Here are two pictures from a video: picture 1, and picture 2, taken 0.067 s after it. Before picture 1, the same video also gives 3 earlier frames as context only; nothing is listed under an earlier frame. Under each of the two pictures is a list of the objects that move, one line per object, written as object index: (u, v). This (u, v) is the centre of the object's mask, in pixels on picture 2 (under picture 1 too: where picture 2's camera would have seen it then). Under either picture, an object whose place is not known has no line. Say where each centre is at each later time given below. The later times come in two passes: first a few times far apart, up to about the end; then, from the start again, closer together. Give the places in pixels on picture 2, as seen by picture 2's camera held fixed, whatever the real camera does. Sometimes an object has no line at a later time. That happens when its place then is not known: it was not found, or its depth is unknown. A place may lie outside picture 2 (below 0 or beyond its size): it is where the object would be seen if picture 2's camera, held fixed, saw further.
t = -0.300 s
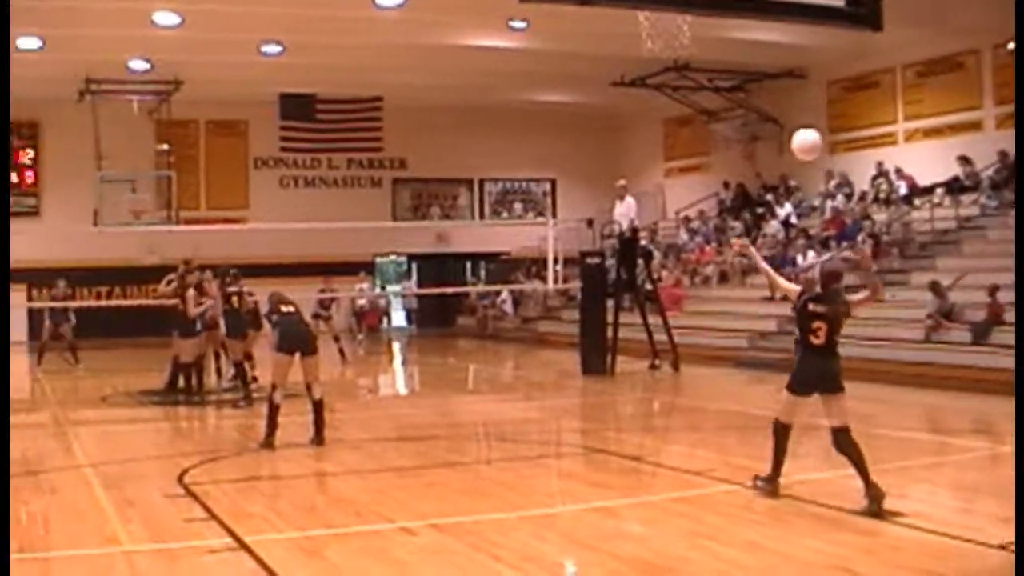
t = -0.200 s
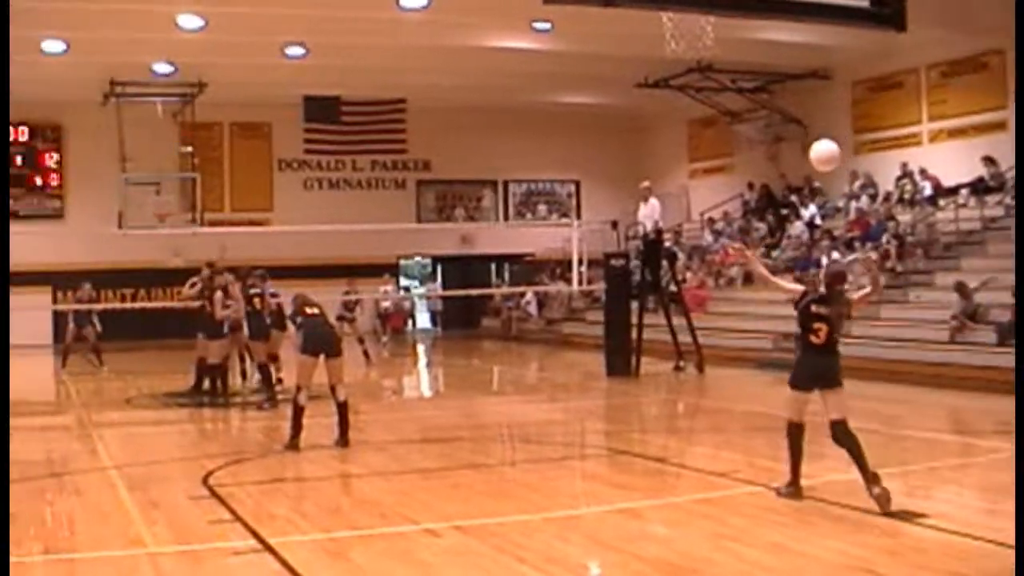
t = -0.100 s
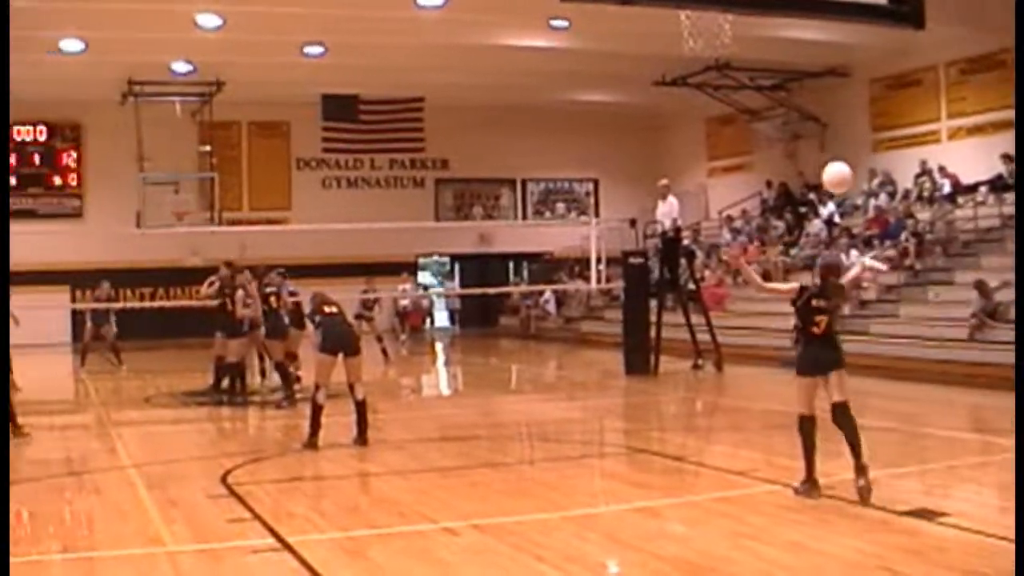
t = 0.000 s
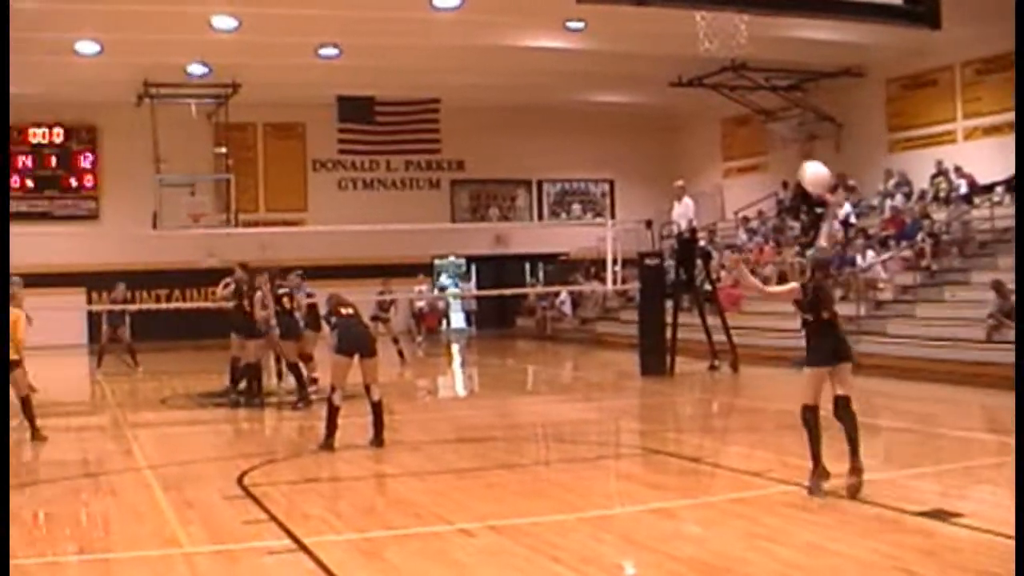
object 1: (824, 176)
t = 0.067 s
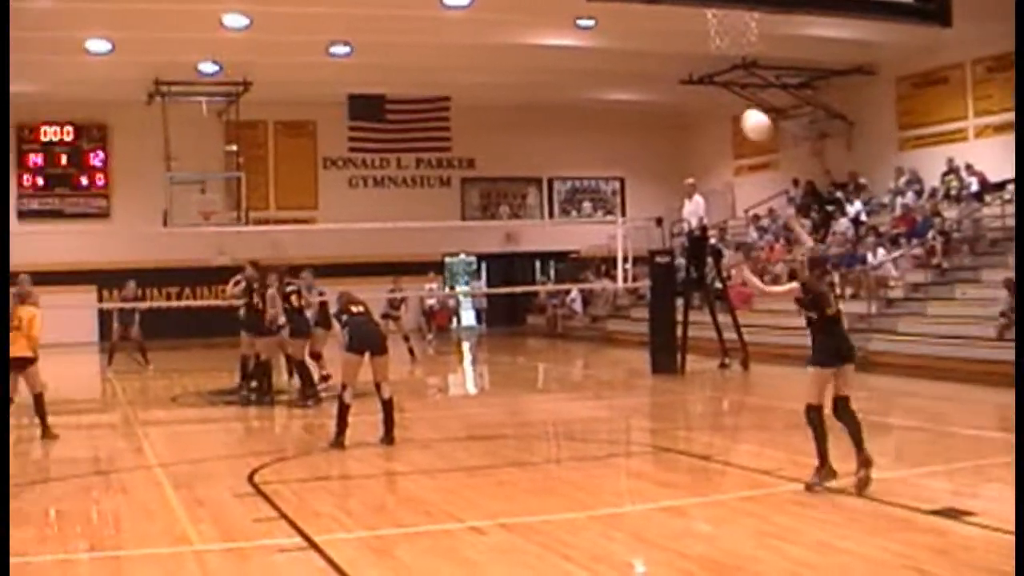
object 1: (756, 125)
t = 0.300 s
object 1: (568, 30)
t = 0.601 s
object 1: (419, 28)
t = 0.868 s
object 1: (325, 80)
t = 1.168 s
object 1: (253, 173)
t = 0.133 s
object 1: (694, 86)
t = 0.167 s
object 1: (666, 72)
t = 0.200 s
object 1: (640, 59)
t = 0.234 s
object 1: (616, 48)
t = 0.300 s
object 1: (568, 30)
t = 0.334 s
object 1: (549, 26)
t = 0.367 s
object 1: (528, 20)
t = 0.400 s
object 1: (511, 18)
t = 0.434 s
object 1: (493, 18)
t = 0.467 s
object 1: (477, 18)
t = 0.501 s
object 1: (461, 18)
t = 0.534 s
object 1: (446, 21)
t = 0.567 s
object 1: (432, 24)
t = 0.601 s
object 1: (419, 28)
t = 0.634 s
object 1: (405, 33)
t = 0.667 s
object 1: (392, 38)
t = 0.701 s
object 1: (380, 44)
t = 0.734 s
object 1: (368, 50)
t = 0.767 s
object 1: (358, 57)
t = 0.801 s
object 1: (346, 65)
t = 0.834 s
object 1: (335, 72)
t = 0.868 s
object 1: (325, 80)
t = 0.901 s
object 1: (316, 89)
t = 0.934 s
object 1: (306, 99)
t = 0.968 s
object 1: (298, 108)
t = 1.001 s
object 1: (290, 117)
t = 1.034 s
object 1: (282, 128)
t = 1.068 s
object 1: (274, 139)
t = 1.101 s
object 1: (267, 150)
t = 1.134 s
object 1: (260, 161)
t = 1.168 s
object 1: (253, 173)
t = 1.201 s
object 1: (246, 186)
